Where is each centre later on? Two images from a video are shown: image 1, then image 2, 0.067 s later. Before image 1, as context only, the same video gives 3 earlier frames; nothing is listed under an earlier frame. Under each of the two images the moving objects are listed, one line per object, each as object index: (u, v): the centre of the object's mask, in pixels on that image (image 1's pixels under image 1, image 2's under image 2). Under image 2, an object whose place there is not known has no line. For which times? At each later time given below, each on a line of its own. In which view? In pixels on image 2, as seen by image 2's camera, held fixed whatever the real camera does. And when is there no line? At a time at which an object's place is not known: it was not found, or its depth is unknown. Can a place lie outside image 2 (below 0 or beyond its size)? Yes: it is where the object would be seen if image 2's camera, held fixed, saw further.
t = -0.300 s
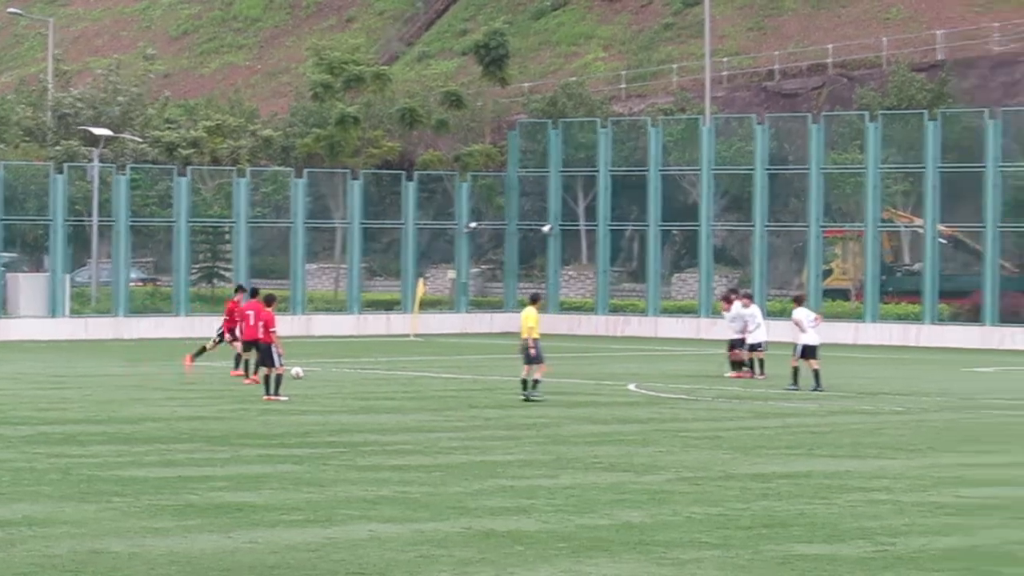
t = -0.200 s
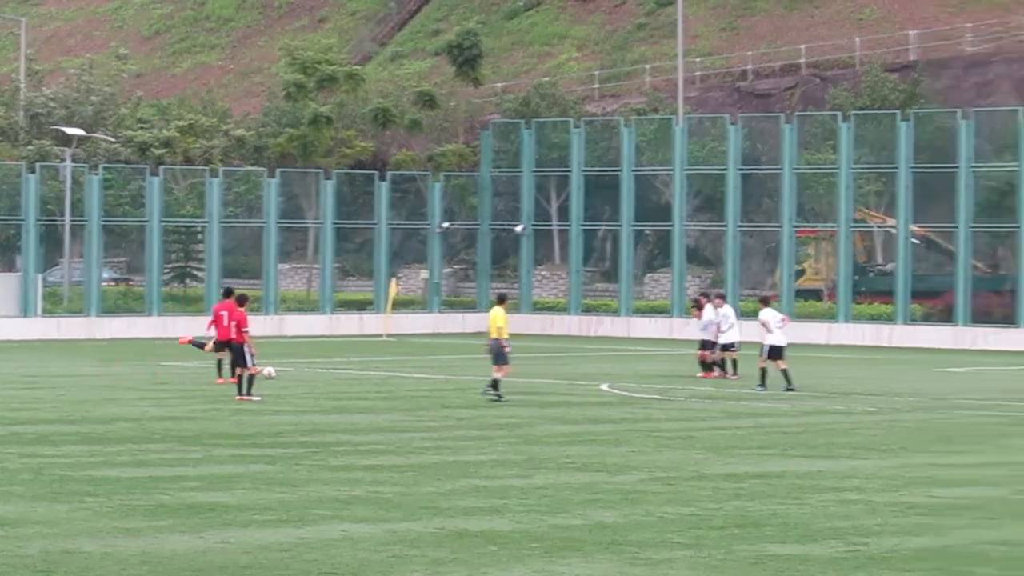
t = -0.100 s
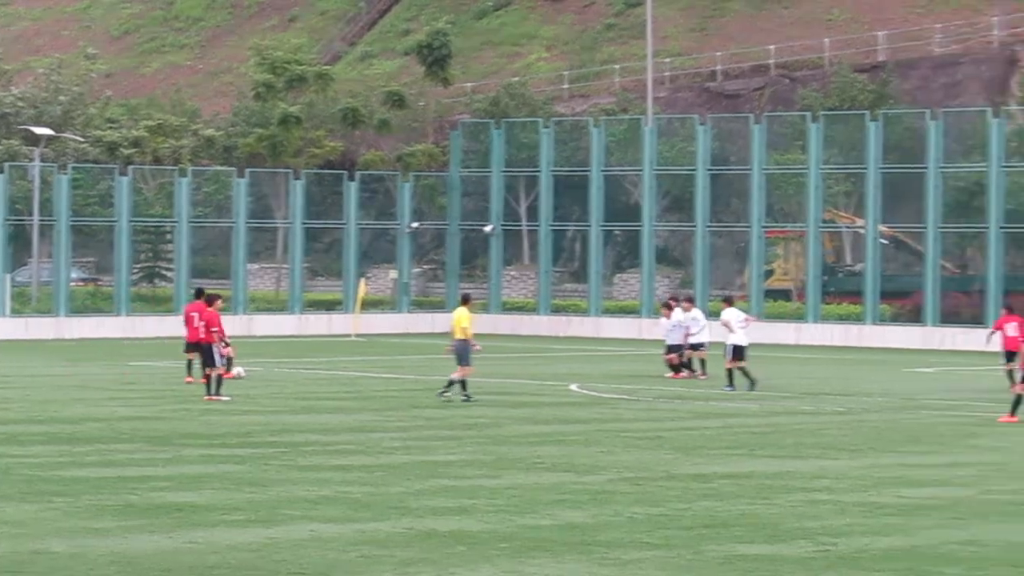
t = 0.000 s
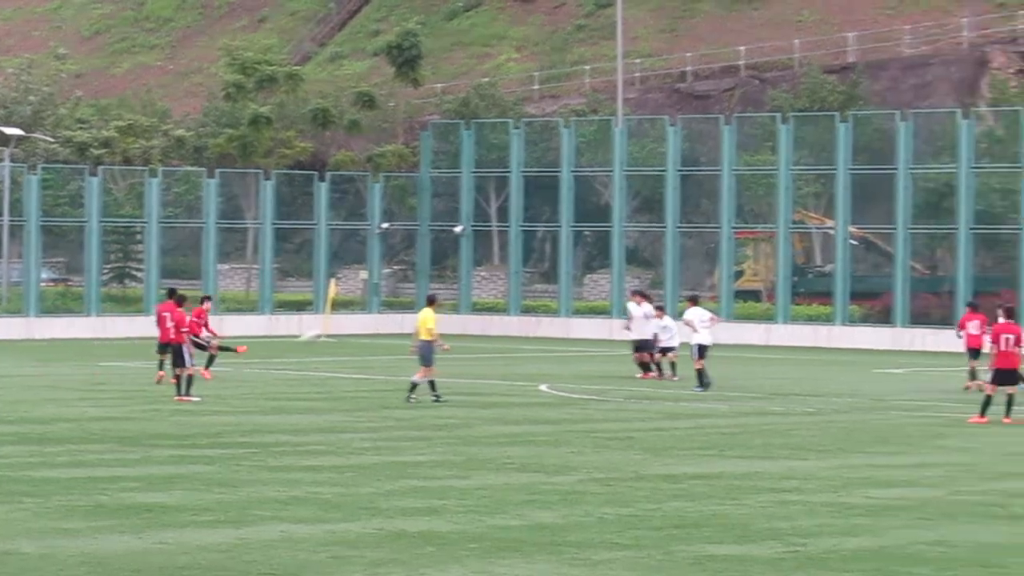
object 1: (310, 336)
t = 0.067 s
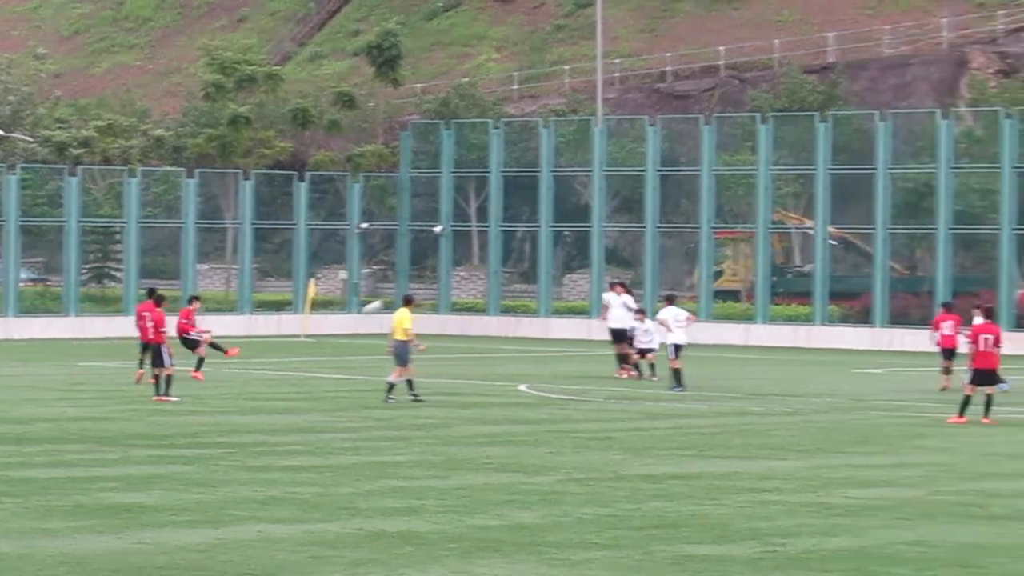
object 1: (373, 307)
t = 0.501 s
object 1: (830, 189)
